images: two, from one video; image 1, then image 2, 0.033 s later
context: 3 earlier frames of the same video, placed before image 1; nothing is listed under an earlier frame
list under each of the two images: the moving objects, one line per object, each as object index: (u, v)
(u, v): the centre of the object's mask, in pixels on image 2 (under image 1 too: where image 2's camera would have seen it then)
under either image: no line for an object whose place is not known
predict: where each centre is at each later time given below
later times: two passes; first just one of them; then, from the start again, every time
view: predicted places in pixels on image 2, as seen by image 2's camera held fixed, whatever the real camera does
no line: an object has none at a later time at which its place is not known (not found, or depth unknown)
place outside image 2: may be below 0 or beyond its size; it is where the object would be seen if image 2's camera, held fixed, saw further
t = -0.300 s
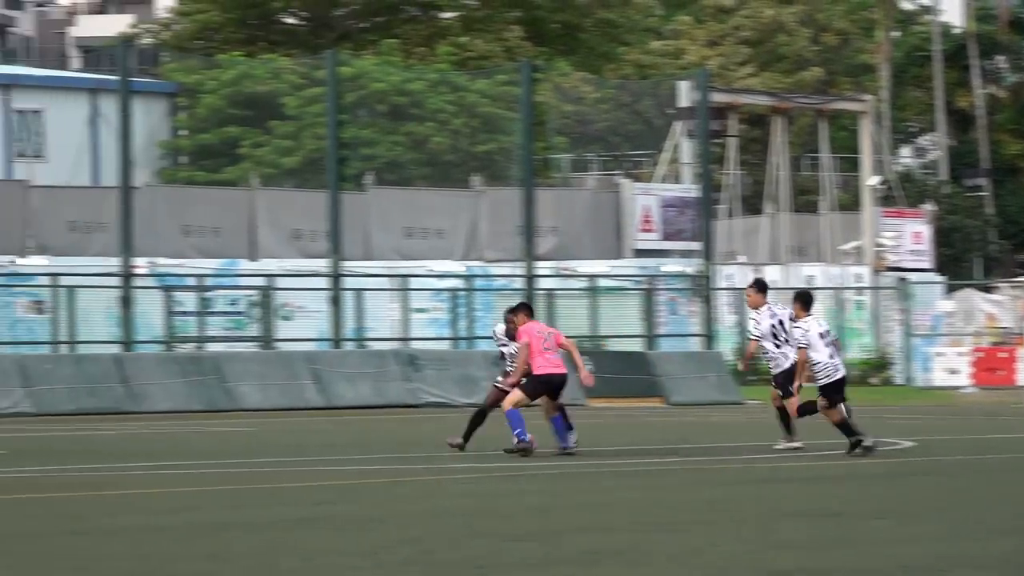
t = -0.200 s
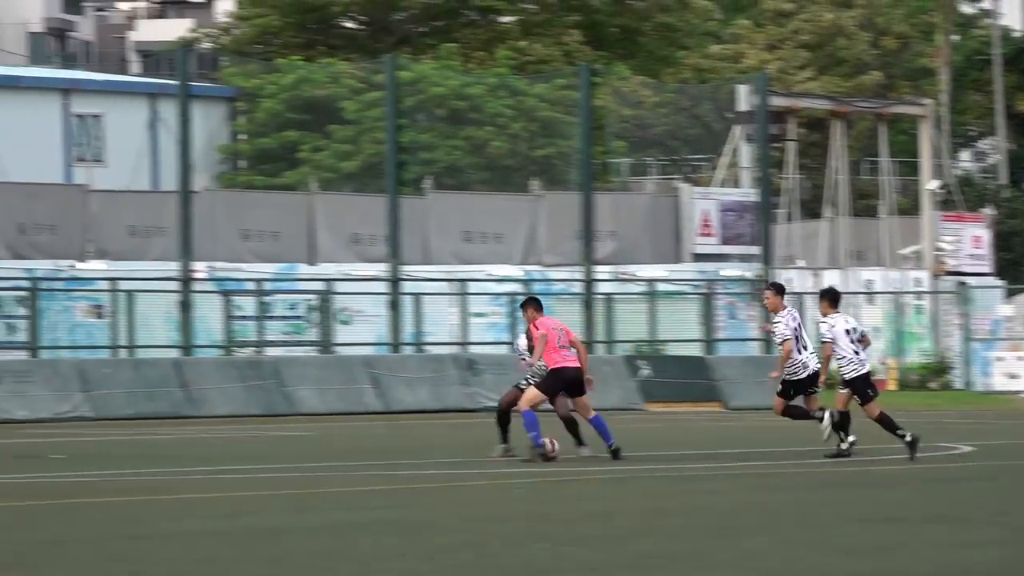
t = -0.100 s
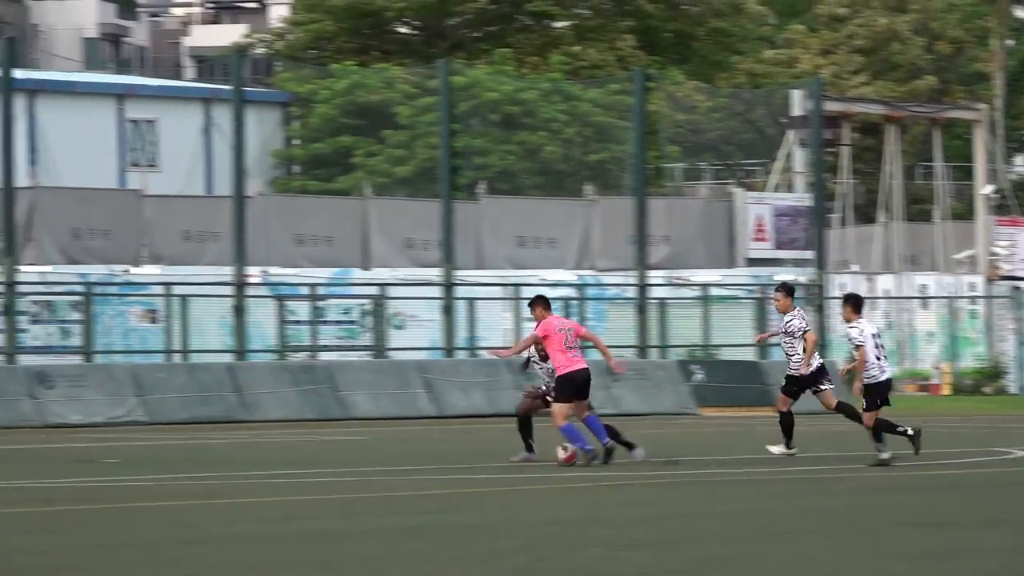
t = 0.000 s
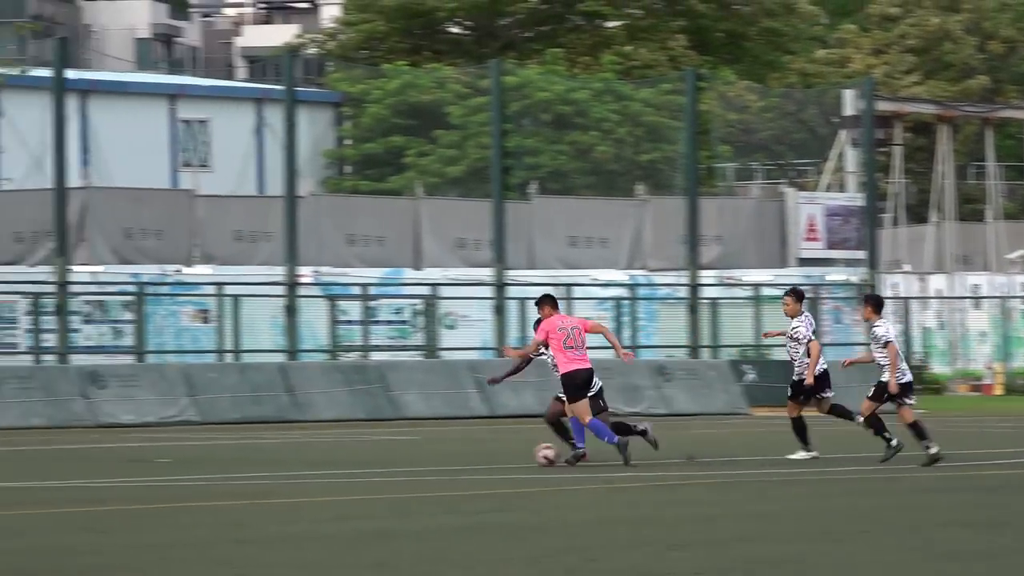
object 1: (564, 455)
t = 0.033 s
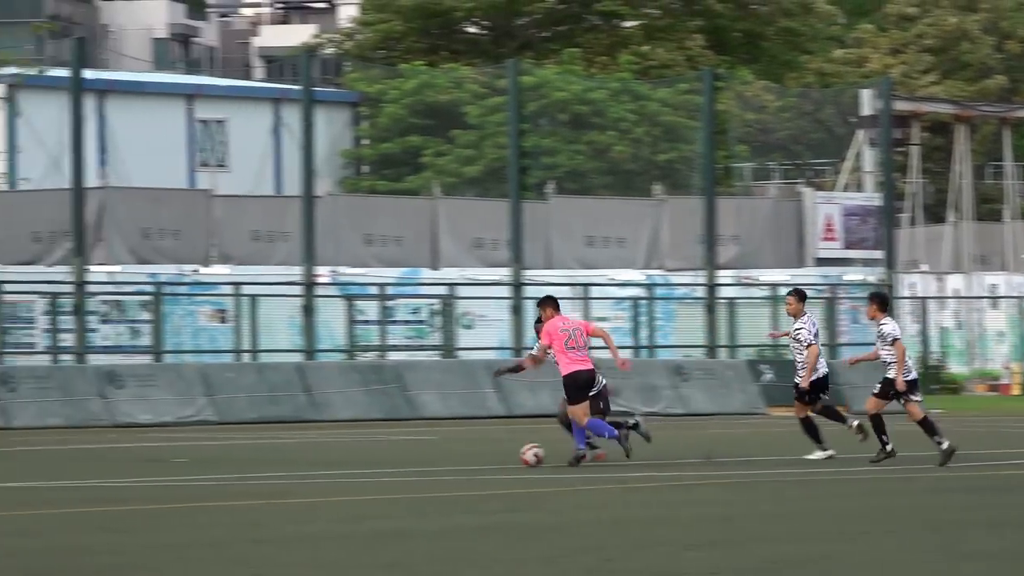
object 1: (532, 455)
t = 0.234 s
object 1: (364, 456)
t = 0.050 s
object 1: (517, 455)
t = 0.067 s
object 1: (503, 455)
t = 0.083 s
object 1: (487, 455)
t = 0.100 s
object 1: (474, 455)
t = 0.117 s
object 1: (458, 454)
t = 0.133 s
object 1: (445, 454)
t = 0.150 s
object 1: (431, 455)
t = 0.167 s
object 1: (418, 455)
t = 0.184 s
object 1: (404, 455)
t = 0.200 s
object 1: (391, 455)
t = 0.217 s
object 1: (378, 455)
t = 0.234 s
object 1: (364, 456)
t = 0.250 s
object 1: (352, 455)
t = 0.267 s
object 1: (340, 456)
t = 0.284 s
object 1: (327, 456)
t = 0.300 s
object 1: (315, 456)
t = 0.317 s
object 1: (304, 456)
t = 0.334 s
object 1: (292, 456)
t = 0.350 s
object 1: (281, 455)
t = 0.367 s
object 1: (271, 455)
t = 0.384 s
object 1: (259, 456)
